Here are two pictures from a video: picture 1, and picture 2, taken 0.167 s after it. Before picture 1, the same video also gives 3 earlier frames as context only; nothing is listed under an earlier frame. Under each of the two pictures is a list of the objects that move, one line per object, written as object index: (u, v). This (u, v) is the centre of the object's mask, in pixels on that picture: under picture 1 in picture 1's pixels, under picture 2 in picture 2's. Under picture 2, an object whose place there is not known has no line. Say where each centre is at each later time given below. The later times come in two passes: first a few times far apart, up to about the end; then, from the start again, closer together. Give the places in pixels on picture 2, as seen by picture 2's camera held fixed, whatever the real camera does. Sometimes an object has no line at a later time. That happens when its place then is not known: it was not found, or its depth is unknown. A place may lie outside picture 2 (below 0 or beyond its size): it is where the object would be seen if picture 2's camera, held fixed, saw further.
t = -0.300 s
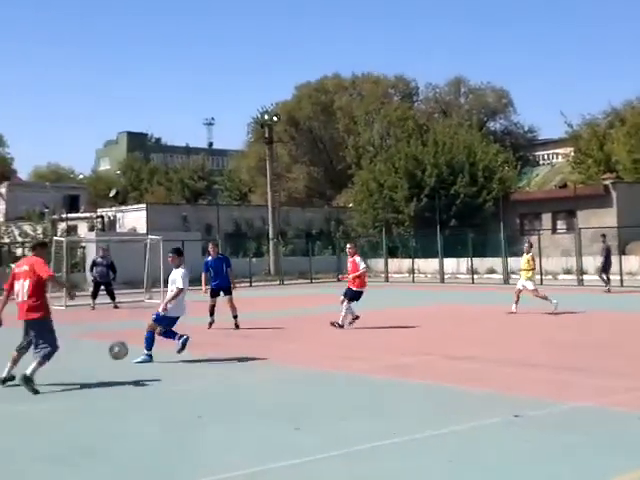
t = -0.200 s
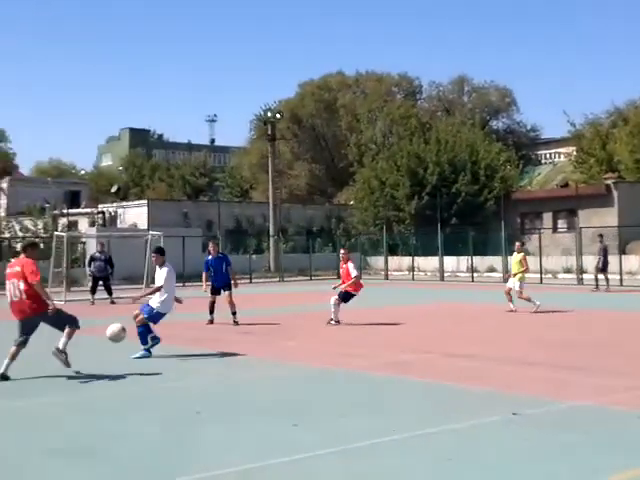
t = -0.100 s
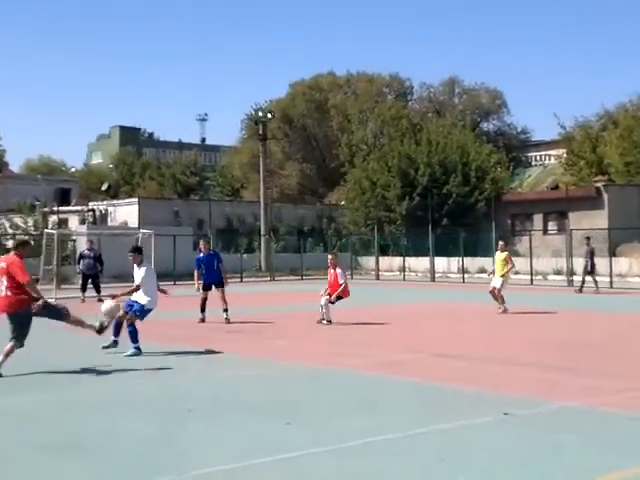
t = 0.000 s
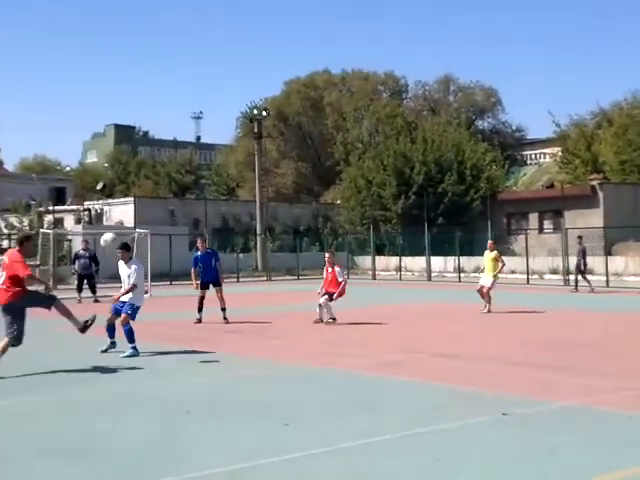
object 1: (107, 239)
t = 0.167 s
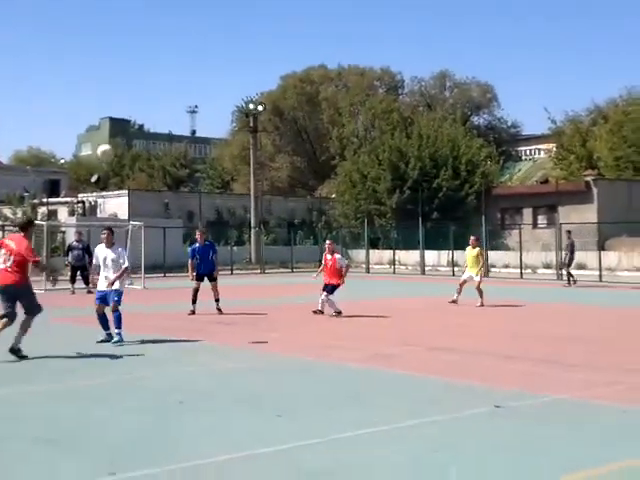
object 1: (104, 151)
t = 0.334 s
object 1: (105, 100)
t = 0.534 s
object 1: (105, 68)
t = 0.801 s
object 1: (104, 69)
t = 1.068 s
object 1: (107, 103)
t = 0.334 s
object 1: (105, 100)
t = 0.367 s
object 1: (106, 93)
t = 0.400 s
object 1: (105, 87)
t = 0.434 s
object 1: (104, 81)
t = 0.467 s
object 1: (105, 77)
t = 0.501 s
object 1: (104, 70)
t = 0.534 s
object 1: (105, 68)
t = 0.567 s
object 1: (108, 67)
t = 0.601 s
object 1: (108, 66)
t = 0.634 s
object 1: (106, 65)
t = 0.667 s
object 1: (105, 63)
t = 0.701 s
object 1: (106, 64)
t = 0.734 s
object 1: (107, 65)
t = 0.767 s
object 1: (106, 67)
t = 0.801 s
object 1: (104, 69)
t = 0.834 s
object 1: (102, 72)
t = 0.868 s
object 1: (103, 74)
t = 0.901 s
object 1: (103, 78)
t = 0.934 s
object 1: (106, 82)
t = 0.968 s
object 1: (107, 86)
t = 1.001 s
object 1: (107, 92)
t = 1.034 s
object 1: (108, 97)
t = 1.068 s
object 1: (107, 103)
